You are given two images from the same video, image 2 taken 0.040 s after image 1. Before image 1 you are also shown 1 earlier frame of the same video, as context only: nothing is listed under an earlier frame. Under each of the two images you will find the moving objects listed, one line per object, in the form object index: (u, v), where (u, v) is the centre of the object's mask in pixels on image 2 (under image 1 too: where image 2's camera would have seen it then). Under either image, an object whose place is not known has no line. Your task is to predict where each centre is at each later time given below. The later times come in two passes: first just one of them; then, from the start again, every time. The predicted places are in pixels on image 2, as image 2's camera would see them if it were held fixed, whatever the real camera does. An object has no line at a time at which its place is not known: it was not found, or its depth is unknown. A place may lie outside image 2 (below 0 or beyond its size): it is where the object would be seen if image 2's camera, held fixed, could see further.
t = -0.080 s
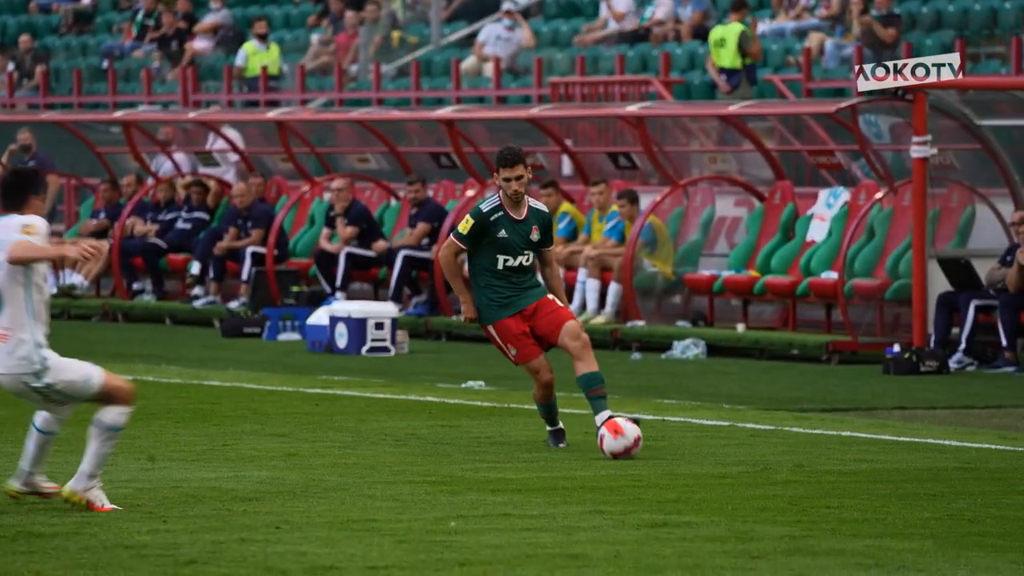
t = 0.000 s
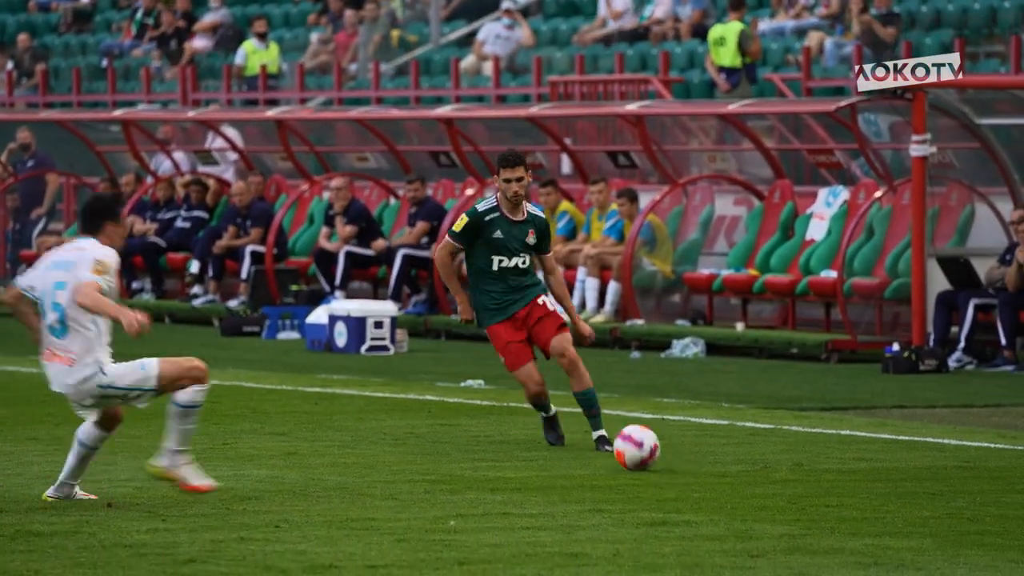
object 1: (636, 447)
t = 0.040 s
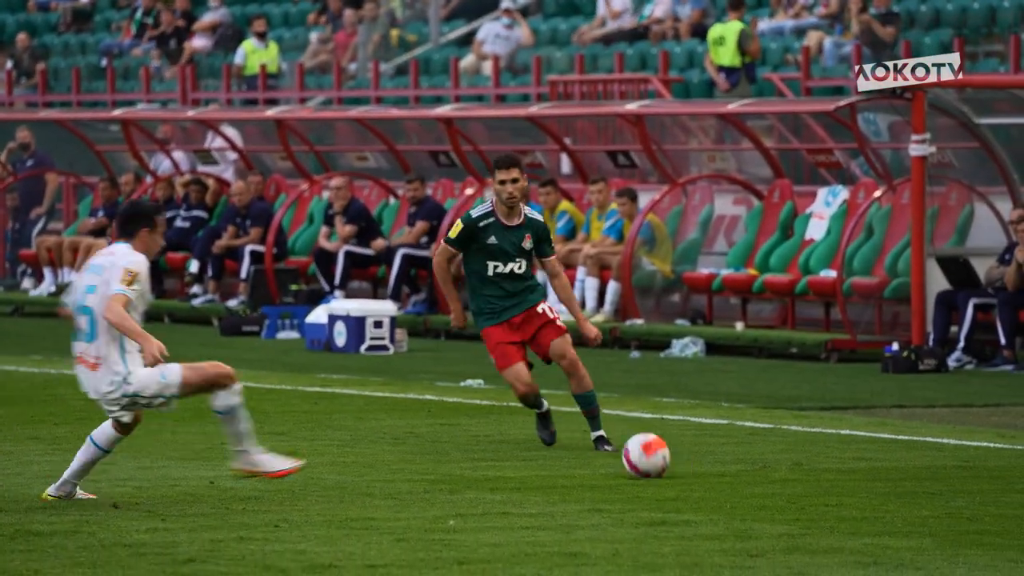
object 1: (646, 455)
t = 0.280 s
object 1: (710, 497)
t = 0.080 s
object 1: (656, 463)
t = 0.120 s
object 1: (666, 468)
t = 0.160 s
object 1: (676, 475)
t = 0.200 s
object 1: (689, 484)
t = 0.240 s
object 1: (700, 493)
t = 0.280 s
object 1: (710, 497)
